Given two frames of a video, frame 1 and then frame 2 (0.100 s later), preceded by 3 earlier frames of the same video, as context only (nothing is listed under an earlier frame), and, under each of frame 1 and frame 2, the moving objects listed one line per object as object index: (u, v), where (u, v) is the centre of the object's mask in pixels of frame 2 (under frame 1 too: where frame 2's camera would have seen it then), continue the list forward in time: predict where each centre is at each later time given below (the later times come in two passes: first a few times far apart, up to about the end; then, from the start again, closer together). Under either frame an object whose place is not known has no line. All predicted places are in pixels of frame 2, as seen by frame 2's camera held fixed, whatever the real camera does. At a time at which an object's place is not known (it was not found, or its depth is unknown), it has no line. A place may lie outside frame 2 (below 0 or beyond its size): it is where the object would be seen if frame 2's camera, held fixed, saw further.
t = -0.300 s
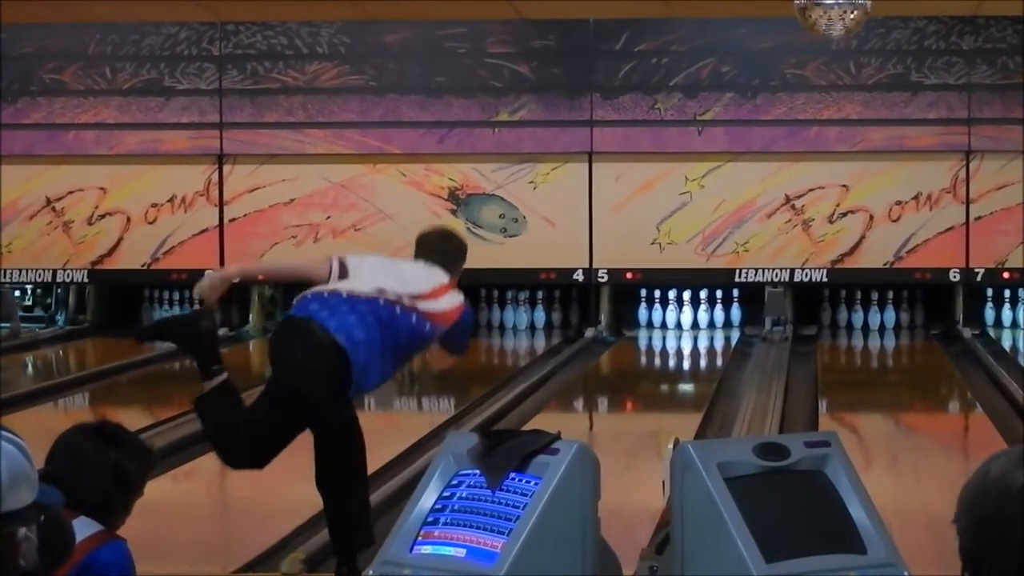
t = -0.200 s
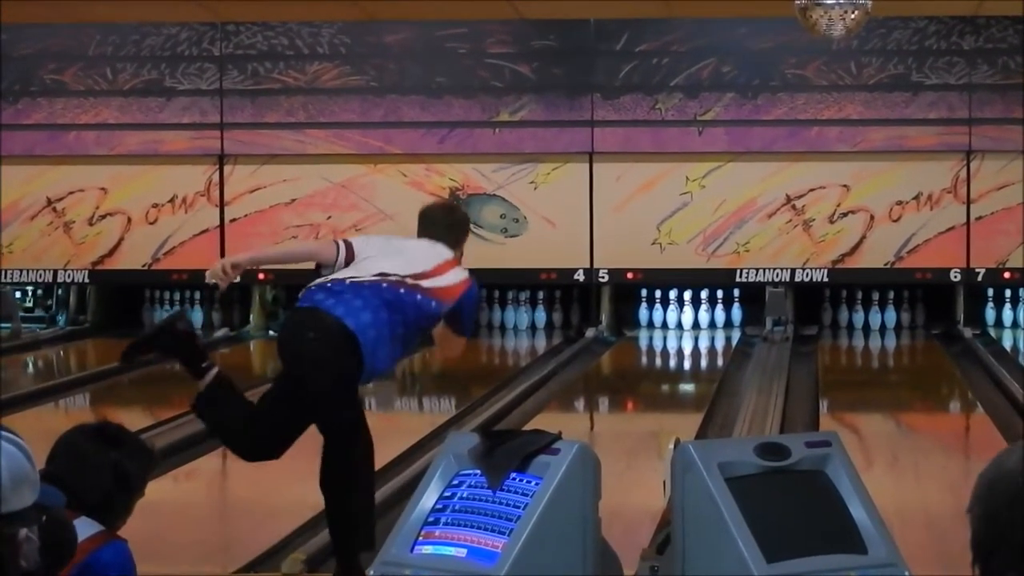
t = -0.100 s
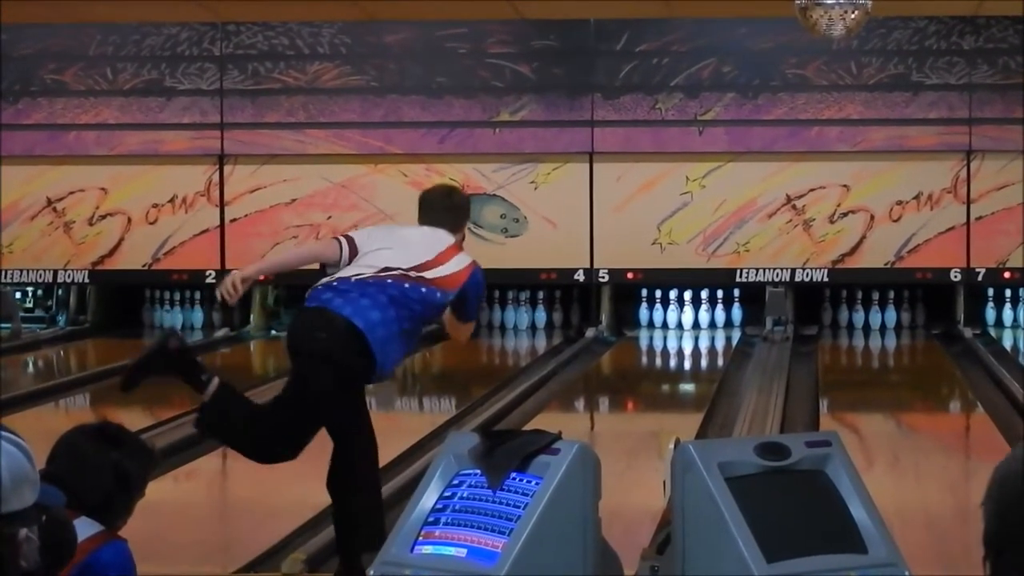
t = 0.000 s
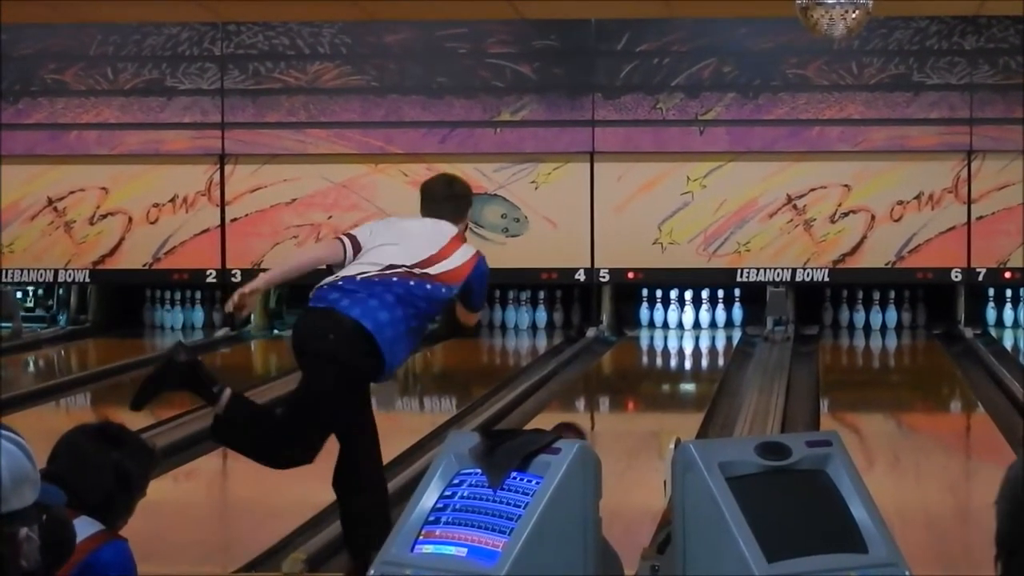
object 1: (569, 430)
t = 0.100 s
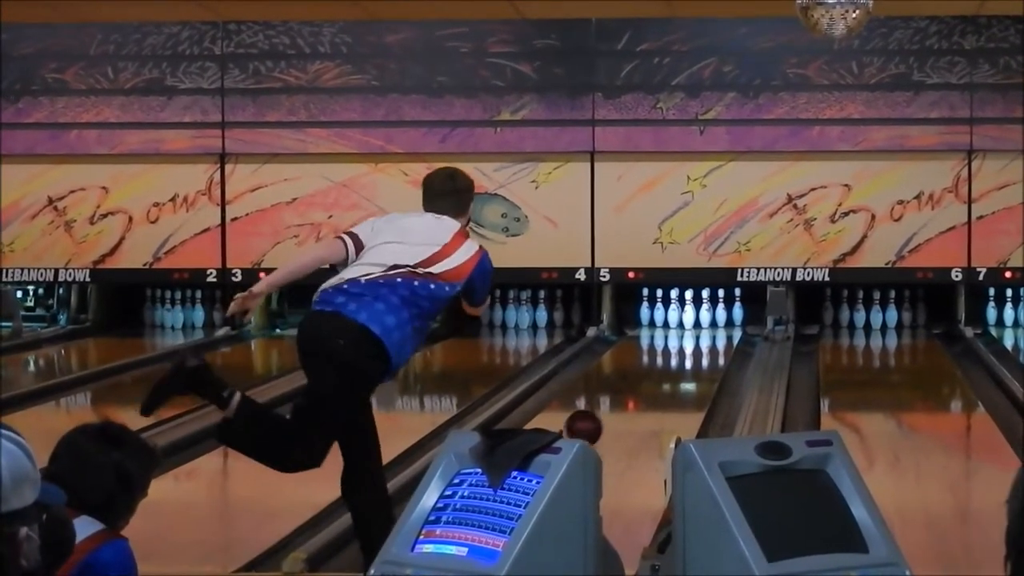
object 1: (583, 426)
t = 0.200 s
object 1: (598, 416)
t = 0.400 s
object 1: (622, 397)
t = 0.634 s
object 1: (647, 377)
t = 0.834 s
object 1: (664, 363)
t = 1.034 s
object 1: (677, 350)
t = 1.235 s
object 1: (688, 339)
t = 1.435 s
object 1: (690, 330)
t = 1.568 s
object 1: (688, 325)
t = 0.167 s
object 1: (593, 420)
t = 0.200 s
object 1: (598, 416)
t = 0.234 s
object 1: (602, 413)
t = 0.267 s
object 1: (607, 409)
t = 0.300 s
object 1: (611, 405)
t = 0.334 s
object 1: (615, 403)
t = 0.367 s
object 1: (619, 400)
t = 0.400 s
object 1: (622, 397)
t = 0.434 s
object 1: (626, 394)
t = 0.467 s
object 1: (630, 391)
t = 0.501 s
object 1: (634, 388)
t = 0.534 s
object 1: (637, 385)
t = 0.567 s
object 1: (641, 382)
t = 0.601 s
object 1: (643, 380)
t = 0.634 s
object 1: (647, 377)
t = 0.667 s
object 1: (650, 375)
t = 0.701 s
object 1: (653, 372)
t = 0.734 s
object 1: (655, 369)
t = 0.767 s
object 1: (658, 367)
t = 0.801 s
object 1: (661, 365)
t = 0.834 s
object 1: (664, 363)
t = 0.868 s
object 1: (666, 360)
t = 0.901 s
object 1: (669, 358)
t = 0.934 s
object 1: (671, 356)
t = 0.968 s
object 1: (673, 354)
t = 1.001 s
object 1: (675, 352)
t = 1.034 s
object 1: (677, 350)
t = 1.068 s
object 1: (679, 348)
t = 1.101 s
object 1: (682, 346)
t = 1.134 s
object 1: (684, 344)
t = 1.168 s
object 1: (685, 342)
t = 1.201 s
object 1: (686, 341)
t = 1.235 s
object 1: (688, 339)
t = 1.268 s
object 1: (688, 338)
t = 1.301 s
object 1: (689, 336)
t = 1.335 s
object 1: (689, 335)
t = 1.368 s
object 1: (690, 333)
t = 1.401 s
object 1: (690, 332)
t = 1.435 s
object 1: (690, 330)
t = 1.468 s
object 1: (690, 329)
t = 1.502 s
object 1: (690, 328)
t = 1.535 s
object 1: (689, 327)
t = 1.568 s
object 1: (688, 325)
